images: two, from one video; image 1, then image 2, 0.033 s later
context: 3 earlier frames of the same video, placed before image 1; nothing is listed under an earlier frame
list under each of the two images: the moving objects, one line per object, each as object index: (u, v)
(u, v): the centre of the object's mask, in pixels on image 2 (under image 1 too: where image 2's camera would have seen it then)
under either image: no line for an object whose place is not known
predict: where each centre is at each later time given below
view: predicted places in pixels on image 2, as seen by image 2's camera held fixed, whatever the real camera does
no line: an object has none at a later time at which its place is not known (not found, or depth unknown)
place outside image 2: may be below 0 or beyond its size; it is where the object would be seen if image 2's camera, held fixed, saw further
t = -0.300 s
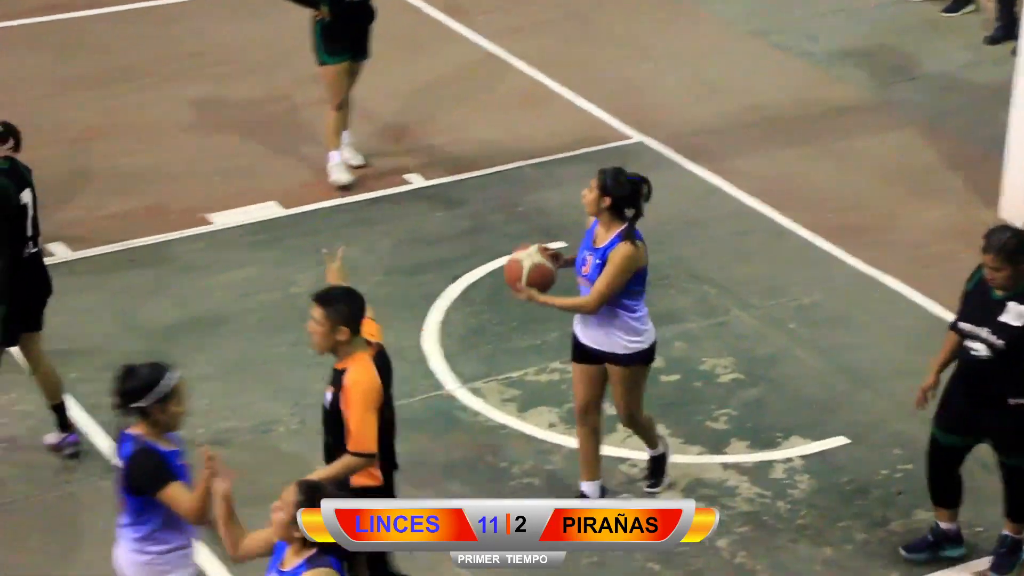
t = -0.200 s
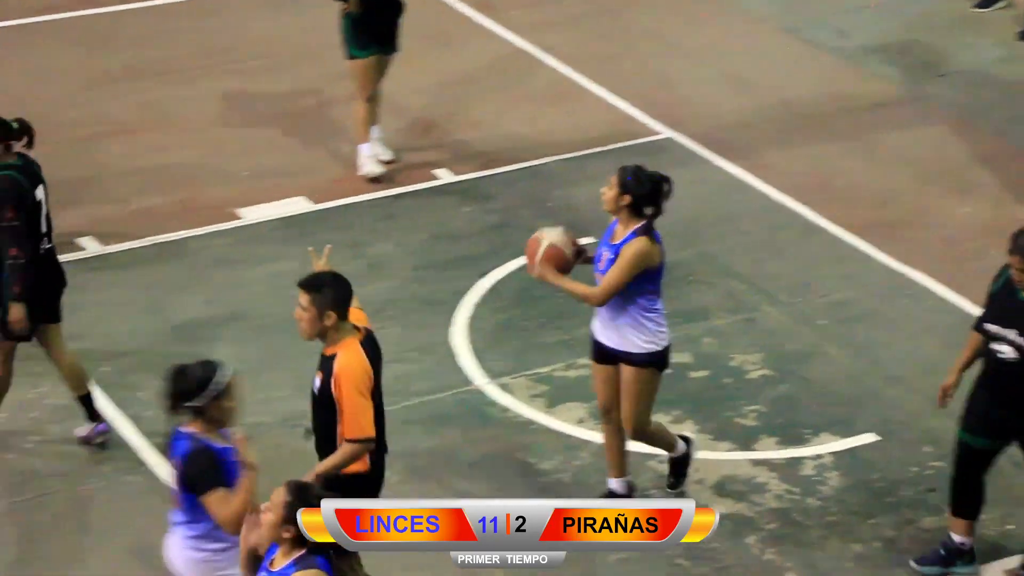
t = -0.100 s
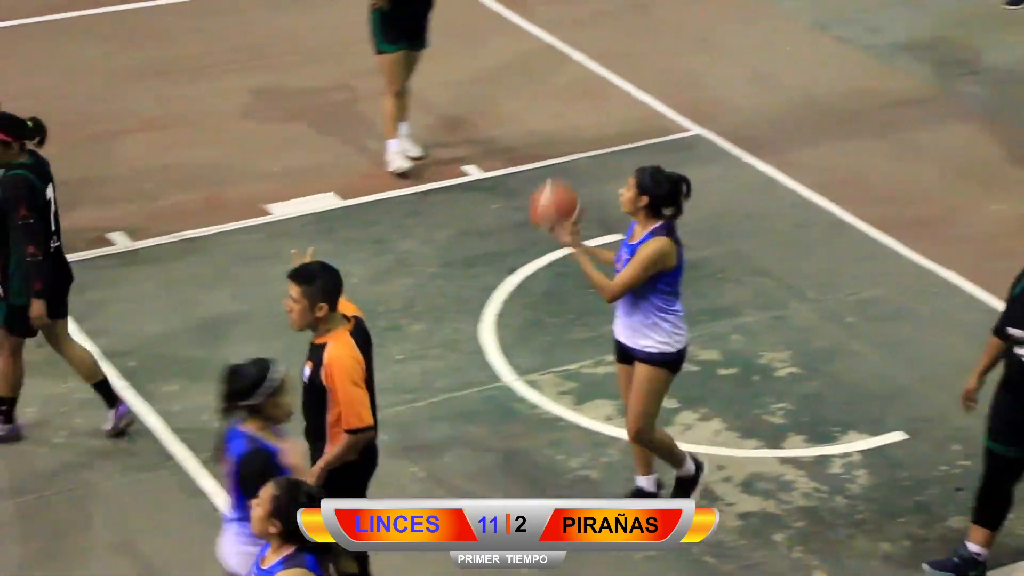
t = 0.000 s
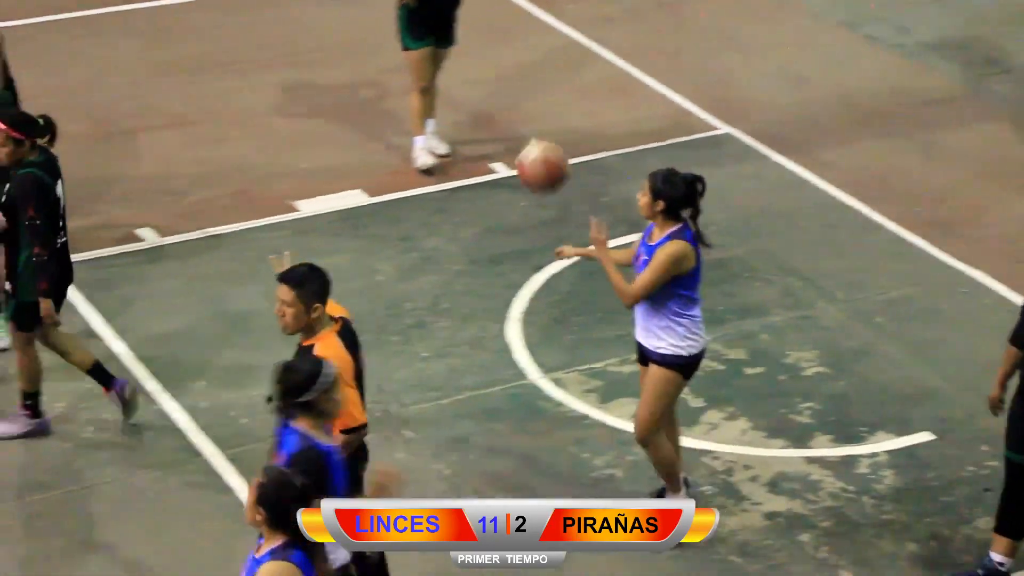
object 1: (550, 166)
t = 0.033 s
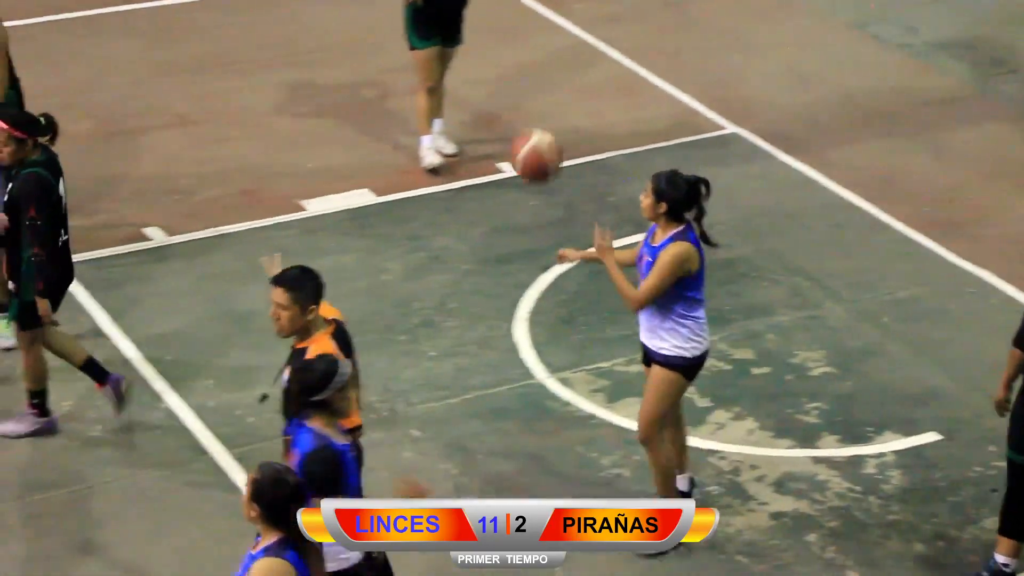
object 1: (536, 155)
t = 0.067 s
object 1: (523, 148)
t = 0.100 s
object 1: (511, 144)
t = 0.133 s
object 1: (499, 142)
